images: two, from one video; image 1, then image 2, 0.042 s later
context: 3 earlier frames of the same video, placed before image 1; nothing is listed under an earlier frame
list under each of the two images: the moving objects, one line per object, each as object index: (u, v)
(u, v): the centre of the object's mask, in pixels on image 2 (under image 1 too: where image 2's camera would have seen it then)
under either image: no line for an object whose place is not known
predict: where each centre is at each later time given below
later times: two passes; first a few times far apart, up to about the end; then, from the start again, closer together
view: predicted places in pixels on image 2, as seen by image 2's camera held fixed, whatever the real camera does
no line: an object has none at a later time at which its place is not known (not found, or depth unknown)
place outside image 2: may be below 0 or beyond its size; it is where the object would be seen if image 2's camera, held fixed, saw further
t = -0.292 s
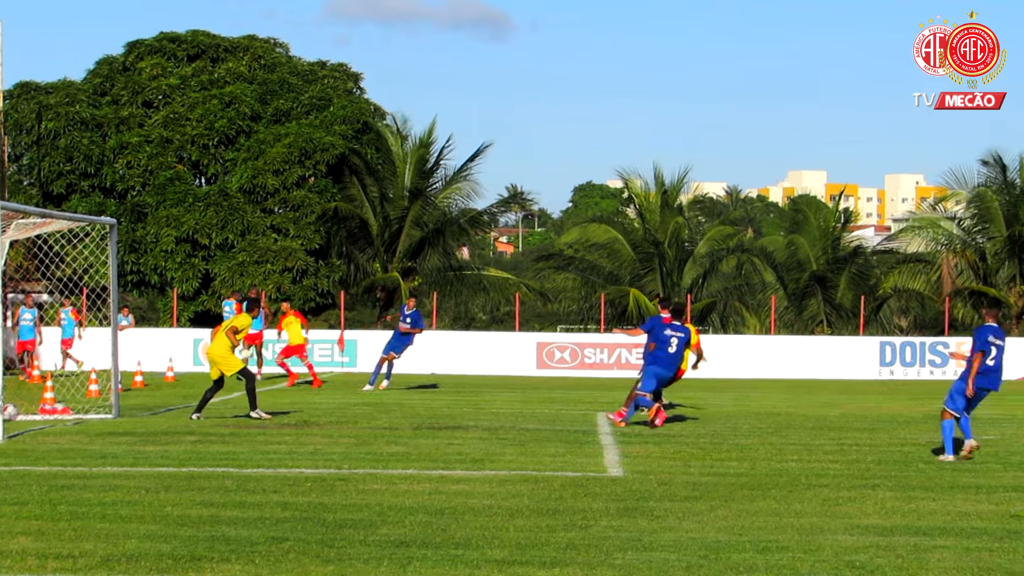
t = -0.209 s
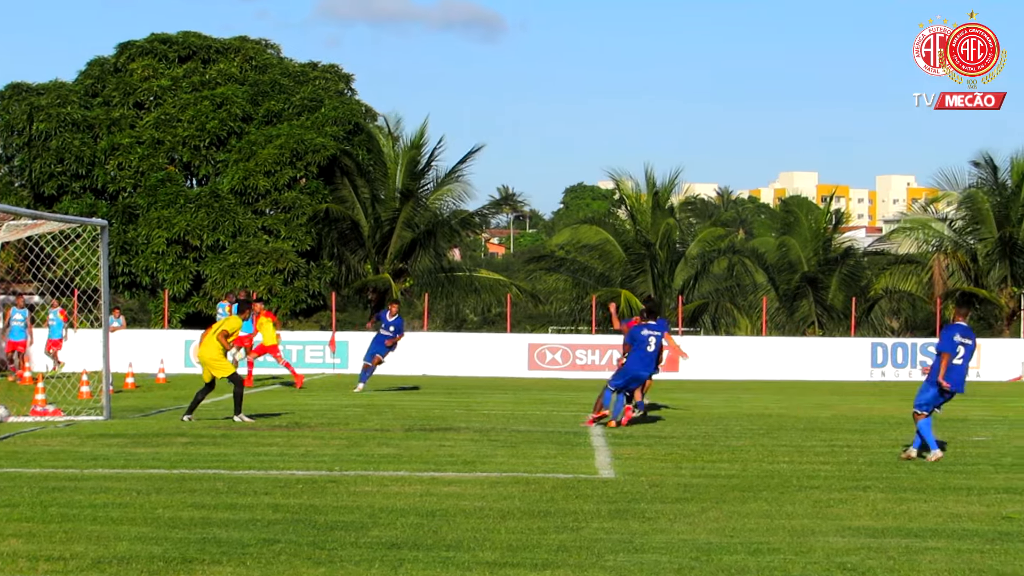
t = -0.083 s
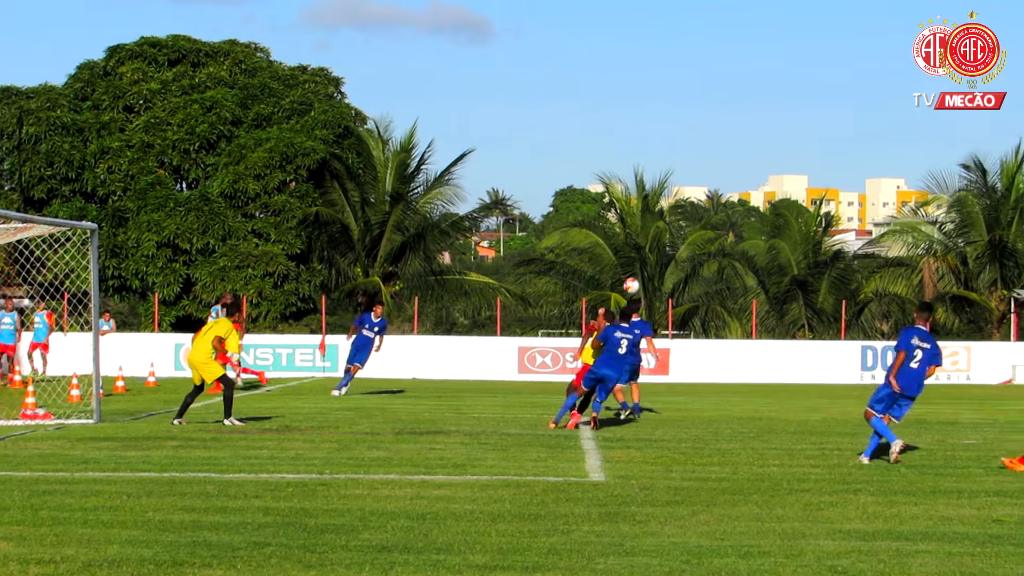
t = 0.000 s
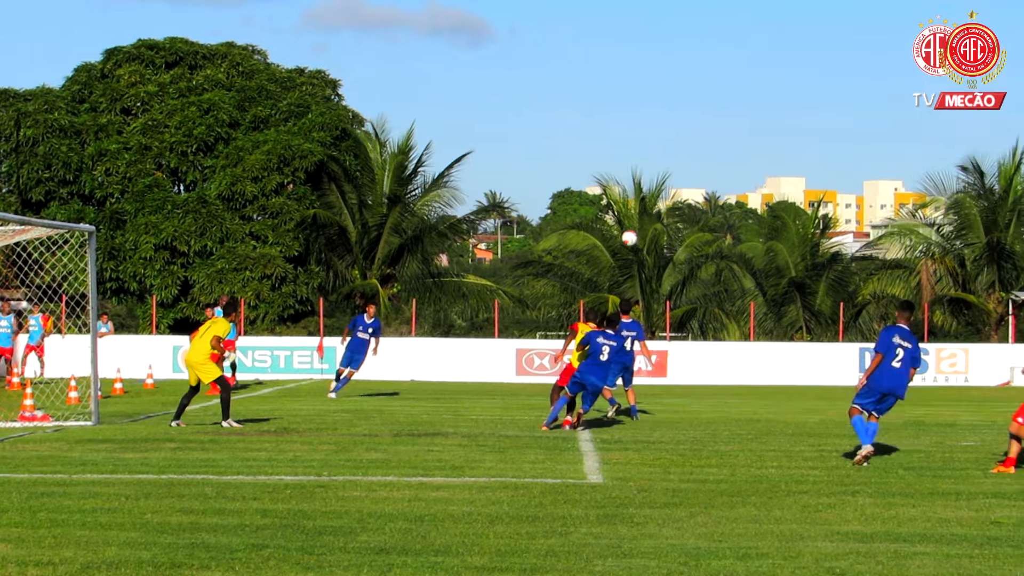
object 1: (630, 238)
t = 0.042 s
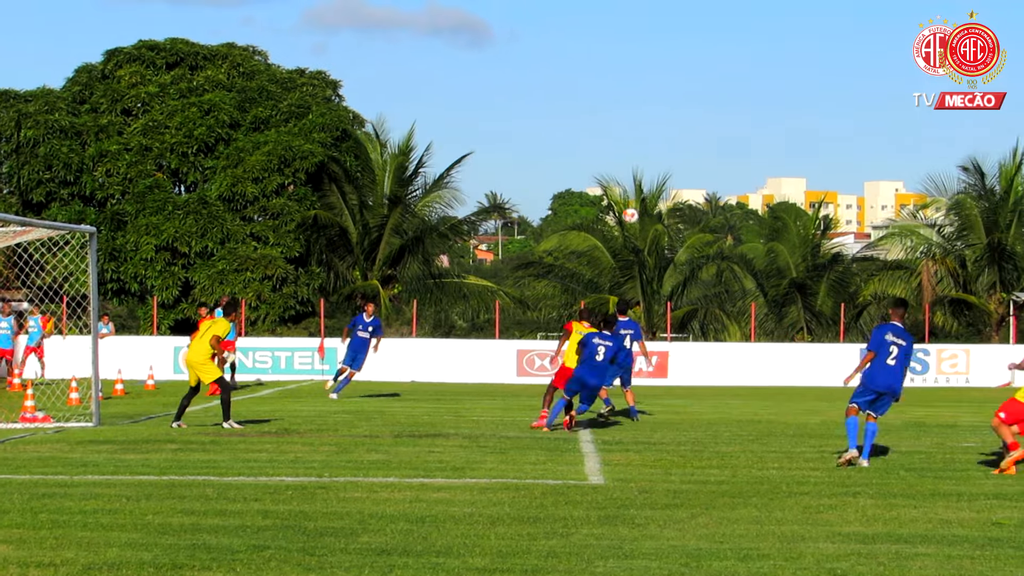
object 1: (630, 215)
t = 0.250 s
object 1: (631, 121)
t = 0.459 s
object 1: (634, 58)
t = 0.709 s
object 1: (638, 21)
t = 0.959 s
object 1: (639, 26)
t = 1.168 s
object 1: (638, 65)
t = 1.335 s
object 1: (636, 121)
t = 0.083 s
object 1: (630, 194)
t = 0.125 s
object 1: (630, 174)
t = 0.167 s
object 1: (630, 155)
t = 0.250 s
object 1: (631, 121)
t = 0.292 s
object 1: (632, 106)
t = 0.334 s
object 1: (632, 92)
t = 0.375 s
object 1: (632, 80)
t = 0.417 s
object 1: (633, 69)
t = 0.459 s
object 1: (634, 58)
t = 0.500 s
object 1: (634, 49)
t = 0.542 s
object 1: (635, 42)
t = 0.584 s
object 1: (636, 35)
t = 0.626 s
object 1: (637, 29)
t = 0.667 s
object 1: (637, 24)
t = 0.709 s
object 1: (638, 21)
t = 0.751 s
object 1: (638, 19)
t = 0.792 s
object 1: (638, 18)
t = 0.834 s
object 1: (638, 19)
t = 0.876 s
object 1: (638, 20)
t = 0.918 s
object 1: (638, 23)
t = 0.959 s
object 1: (639, 26)
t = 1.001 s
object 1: (639, 32)
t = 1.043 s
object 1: (639, 38)
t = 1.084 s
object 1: (639, 46)
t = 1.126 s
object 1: (638, 55)
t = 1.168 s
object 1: (638, 65)
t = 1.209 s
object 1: (637, 77)
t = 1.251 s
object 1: (637, 90)
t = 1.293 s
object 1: (636, 105)
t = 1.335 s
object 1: (636, 121)
